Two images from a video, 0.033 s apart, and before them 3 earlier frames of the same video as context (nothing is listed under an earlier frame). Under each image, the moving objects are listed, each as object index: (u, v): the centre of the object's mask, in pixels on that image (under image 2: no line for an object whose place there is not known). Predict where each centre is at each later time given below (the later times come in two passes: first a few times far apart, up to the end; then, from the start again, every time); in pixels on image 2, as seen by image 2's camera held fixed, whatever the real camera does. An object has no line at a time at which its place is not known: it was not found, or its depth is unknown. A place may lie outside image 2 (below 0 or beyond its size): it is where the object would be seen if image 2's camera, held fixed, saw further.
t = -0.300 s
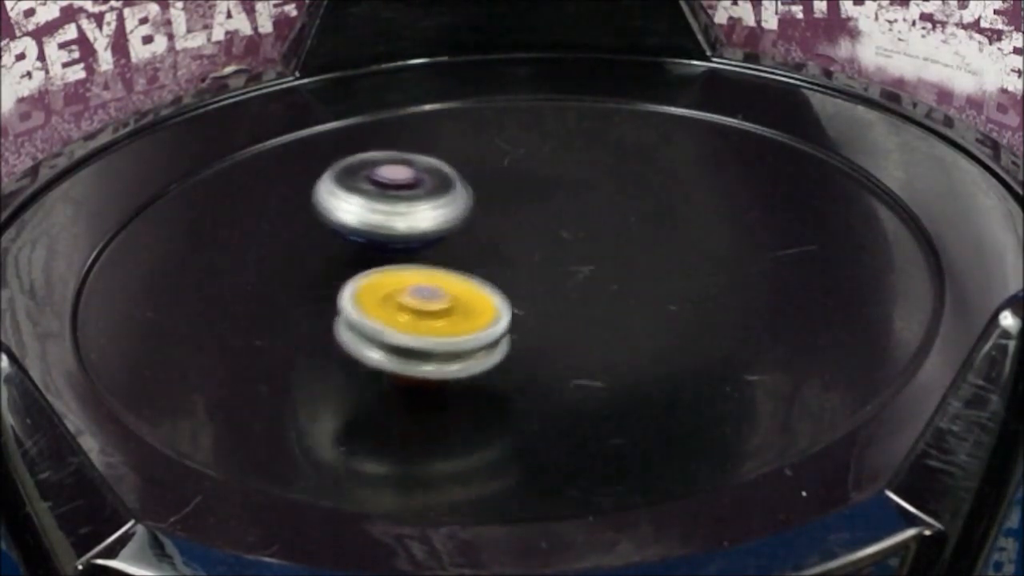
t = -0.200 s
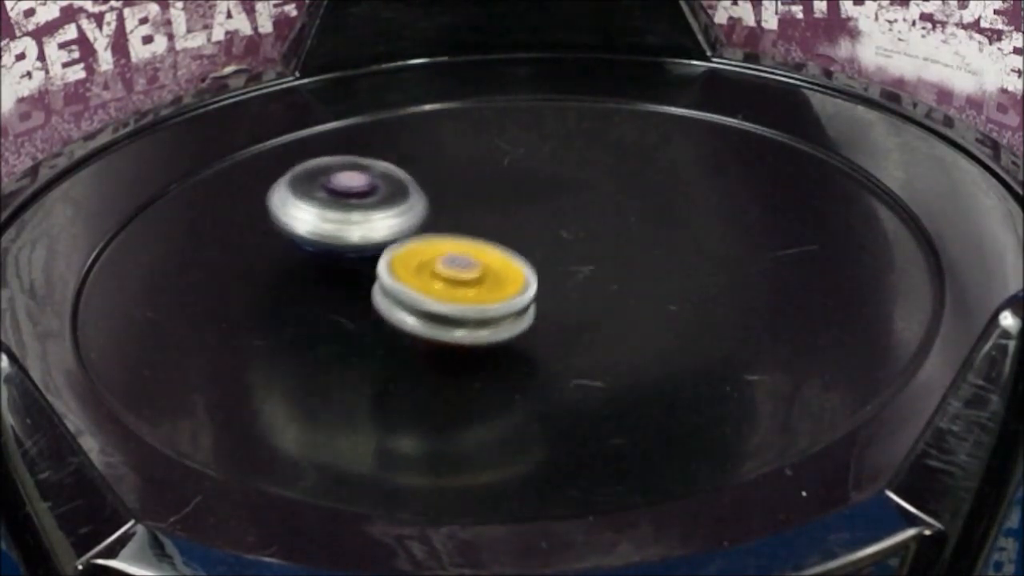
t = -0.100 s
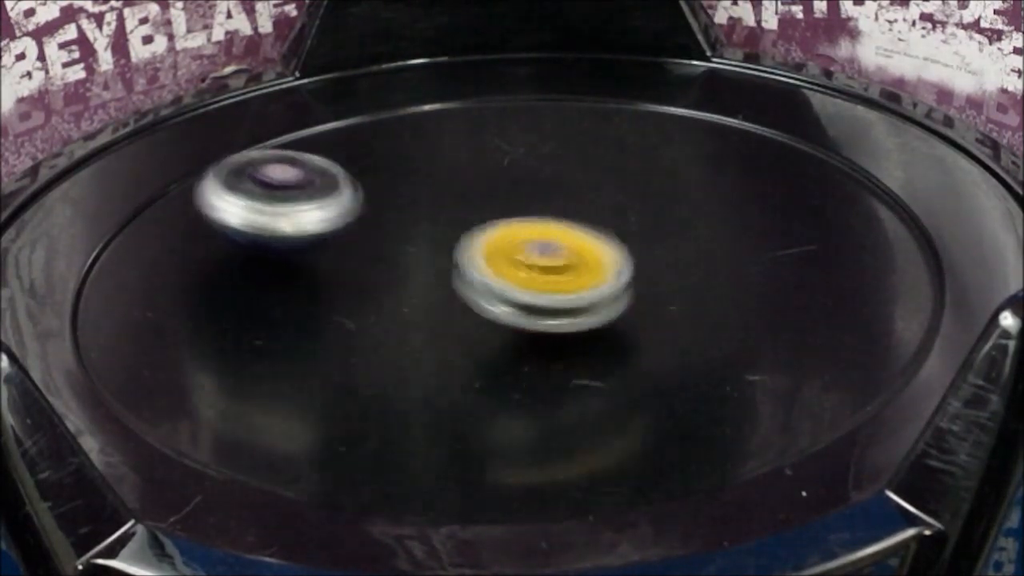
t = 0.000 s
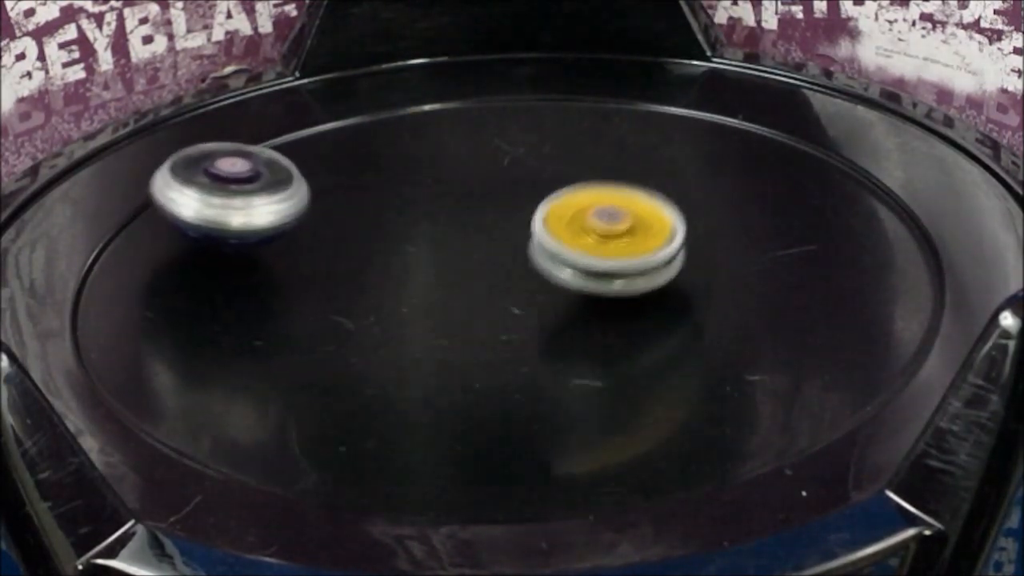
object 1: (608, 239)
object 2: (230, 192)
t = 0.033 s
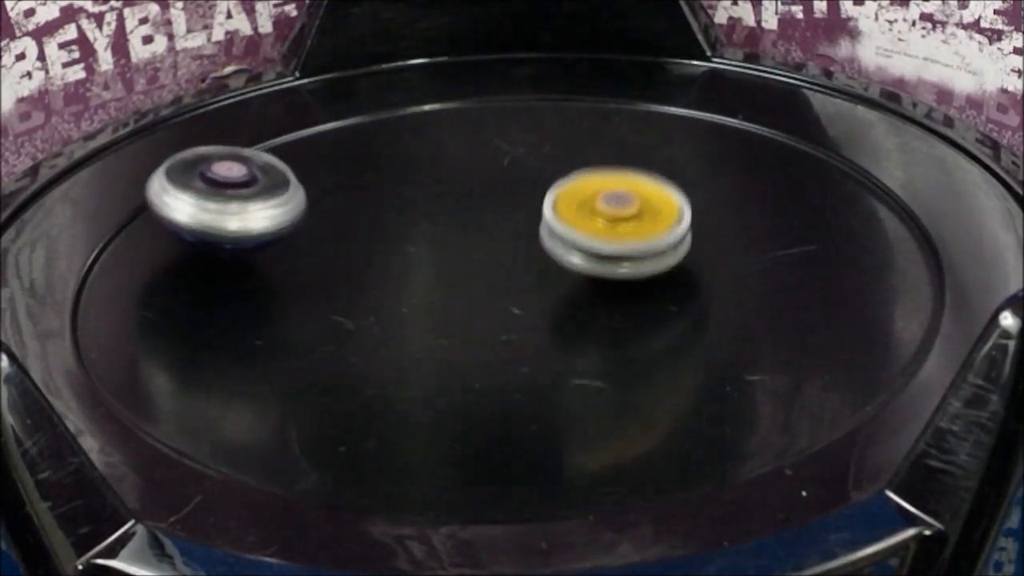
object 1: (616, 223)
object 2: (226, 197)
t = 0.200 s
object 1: (601, 155)
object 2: (280, 241)
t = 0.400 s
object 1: (518, 132)
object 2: (445, 259)
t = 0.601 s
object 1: (443, 165)
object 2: (559, 219)
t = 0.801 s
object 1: (368, 223)
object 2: (681, 190)
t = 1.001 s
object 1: (404, 302)
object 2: (661, 208)
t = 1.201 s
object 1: (529, 331)
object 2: (528, 234)
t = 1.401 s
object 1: (635, 313)
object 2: (469, 256)
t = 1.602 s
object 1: (683, 275)
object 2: (469, 287)
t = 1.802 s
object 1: (685, 232)
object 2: (405, 299)
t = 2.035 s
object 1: (596, 216)
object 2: (461, 298)
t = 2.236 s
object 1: (515, 207)
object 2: (450, 322)
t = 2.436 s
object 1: (410, 226)
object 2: (442, 349)
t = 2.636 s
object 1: (353, 280)
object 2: (514, 309)
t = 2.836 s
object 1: (384, 320)
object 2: (553, 270)
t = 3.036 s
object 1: (471, 329)
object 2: (480, 226)
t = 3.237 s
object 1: (537, 304)
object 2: (410, 205)
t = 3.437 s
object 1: (549, 262)
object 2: (375, 219)
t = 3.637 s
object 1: (809, 222)
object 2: (182, 166)
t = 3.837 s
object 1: (836, 179)
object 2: (176, 185)
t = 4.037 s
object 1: (486, 167)
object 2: (322, 237)
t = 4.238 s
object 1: (72, 220)
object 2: (516, 260)
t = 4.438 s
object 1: (162, 401)
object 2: (610, 240)
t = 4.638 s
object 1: (435, 460)
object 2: (607, 220)
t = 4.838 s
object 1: (780, 364)
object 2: (560, 218)
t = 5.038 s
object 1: (773, 137)
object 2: (524, 230)
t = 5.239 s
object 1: (371, 57)
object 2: (524, 262)
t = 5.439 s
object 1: (50, 177)
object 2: (516, 297)
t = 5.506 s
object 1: (92, 178)
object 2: (520, 302)
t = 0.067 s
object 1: (620, 207)
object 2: (227, 204)
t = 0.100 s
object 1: (620, 192)
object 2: (234, 212)
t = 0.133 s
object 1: (617, 178)
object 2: (245, 222)
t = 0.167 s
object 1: (610, 166)
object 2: (260, 232)
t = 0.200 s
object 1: (601, 155)
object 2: (280, 241)
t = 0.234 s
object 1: (588, 146)
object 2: (304, 248)
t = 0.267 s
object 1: (574, 139)
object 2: (331, 255)
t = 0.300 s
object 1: (559, 135)
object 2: (359, 259)
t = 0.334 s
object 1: (545, 133)
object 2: (387, 262)
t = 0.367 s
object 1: (531, 132)
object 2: (416, 261)
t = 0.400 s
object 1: (518, 132)
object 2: (445, 259)
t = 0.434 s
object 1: (505, 134)
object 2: (472, 255)
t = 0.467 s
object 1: (492, 137)
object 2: (495, 249)
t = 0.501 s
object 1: (479, 142)
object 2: (516, 243)
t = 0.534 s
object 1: (466, 148)
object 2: (533, 235)
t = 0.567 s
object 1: (453, 155)
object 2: (547, 227)
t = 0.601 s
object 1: (443, 165)
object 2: (559, 219)
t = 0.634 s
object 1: (436, 176)
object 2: (568, 211)
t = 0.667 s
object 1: (432, 188)
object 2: (577, 204)
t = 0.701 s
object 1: (417, 197)
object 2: (599, 196)
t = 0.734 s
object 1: (390, 202)
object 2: (635, 194)
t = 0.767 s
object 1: (376, 211)
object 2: (661, 192)
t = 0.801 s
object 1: (368, 223)
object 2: (681, 190)
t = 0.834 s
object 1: (363, 237)
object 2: (693, 190)
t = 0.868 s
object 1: (363, 252)
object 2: (698, 191)
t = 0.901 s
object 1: (367, 267)
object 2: (697, 194)
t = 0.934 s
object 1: (376, 280)
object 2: (690, 197)
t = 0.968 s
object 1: (388, 292)
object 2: (677, 202)
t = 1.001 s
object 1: (404, 302)
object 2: (661, 208)
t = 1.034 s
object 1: (422, 310)
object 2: (640, 213)
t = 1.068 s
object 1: (441, 317)
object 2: (619, 219)
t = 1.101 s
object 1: (462, 322)
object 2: (596, 225)
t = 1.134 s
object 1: (483, 326)
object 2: (574, 229)
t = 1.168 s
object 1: (506, 329)
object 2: (552, 230)
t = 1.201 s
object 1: (529, 331)
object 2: (528, 234)
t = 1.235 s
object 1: (551, 332)
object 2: (508, 238)
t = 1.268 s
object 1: (572, 330)
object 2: (492, 241)
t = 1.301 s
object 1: (590, 327)
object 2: (481, 245)
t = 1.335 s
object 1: (608, 323)
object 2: (475, 248)
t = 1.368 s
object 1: (623, 318)
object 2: (470, 252)
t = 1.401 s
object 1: (635, 313)
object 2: (469, 256)
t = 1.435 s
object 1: (644, 307)
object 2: (470, 260)
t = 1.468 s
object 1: (652, 301)
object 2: (474, 265)
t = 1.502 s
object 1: (656, 295)
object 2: (478, 271)
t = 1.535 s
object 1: (659, 289)
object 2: (484, 276)
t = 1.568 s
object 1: (661, 282)
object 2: (489, 283)
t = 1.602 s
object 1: (683, 275)
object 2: (469, 287)
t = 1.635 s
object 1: (695, 268)
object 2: (446, 289)
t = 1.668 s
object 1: (699, 260)
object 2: (427, 293)
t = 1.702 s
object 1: (699, 252)
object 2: (415, 294)
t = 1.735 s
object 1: (697, 245)
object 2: (408, 296)
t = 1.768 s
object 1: (692, 238)
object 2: (404, 298)
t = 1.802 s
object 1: (685, 232)
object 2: (405, 299)
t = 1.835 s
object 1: (676, 227)
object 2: (408, 300)
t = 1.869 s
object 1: (665, 223)
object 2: (416, 300)
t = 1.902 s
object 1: (653, 220)
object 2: (424, 301)
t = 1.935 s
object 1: (640, 217)
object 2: (433, 300)
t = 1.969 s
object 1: (625, 216)
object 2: (443, 300)
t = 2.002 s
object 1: (611, 215)
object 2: (452, 299)
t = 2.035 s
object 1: (596, 216)
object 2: (461, 298)
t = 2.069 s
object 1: (581, 217)
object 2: (468, 298)
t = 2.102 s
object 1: (568, 218)
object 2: (473, 298)
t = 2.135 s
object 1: (553, 217)
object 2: (477, 297)
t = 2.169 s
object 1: (537, 219)
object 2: (480, 297)
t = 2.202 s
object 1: (524, 216)
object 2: (470, 303)
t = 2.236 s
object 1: (515, 207)
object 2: (450, 322)
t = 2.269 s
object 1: (503, 200)
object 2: (433, 334)
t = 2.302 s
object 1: (485, 201)
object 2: (422, 343)
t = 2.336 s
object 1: (465, 205)
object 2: (418, 348)
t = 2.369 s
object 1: (446, 211)
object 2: (422, 350)
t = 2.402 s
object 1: (426, 220)
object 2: (430, 350)
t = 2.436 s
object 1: (410, 226)
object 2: (442, 349)
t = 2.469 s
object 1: (394, 236)
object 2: (454, 344)
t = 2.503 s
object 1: (382, 244)
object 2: (467, 339)
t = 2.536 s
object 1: (372, 253)
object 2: (479, 333)
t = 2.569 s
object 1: (363, 263)
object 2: (490, 326)
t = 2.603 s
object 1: (358, 272)
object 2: (500, 318)
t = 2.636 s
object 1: (353, 280)
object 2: (514, 309)
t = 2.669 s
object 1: (349, 287)
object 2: (536, 306)
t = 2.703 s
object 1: (350, 294)
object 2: (550, 300)
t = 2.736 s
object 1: (355, 302)
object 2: (559, 293)
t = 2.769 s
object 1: (363, 308)
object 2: (561, 286)
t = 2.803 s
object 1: (372, 315)
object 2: (559, 277)
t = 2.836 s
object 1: (384, 320)
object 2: (553, 270)
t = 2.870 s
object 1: (397, 324)
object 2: (544, 262)
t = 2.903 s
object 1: (411, 327)
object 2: (533, 253)
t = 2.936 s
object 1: (425, 329)
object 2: (521, 244)
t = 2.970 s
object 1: (441, 330)
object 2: (507, 238)
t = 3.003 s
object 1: (456, 331)
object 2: (494, 232)
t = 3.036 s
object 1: (471, 329)
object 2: (480, 226)
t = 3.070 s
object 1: (485, 327)
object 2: (466, 222)
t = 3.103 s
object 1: (498, 324)
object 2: (453, 219)
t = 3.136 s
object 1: (510, 320)
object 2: (442, 216)
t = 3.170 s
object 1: (521, 315)
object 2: (431, 213)
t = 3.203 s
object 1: (530, 310)
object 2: (420, 208)
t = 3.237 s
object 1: (537, 304)
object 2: (410, 205)
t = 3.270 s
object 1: (543, 297)
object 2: (400, 204)
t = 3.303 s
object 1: (548, 291)
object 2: (392, 205)
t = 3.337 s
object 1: (551, 284)
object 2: (385, 207)
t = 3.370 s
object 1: (553, 276)
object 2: (380, 209)
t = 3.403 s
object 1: (552, 269)
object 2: (376, 213)
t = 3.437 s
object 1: (549, 262)
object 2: (375, 219)
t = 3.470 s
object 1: (545, 256)
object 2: (377, 225)
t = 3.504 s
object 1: (542, 250)
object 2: (380, 228)
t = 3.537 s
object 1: (622, 248)
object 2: (321, 211)
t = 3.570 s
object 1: (697, 240)
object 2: (260, 191)
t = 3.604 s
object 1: (758, 233)
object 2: (215, 175)
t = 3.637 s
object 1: (809, 222)
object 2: (182, 166)
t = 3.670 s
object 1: (847, 213)
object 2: (163, 161)
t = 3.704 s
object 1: (870, 203)
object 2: (153, 160)
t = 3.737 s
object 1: (882, 195)
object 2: (151, 164)
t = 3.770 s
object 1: (879, 187)
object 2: (156, 169)
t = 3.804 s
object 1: (864, 184)
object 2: (164, 176)
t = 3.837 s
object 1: (836, 179)
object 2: (176, 185)
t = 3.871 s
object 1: (797, 174)
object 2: (193, 194)
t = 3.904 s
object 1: (747, 170)
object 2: (212, 204)
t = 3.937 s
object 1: (693, 168)
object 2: (235, 213)
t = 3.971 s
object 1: (630, 168)
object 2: (261, 221)
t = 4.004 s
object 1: (561, 165)
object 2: (291, 229)
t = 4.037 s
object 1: (486, 167)
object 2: (322, 237)
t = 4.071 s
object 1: (416, 161)
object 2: (358, 243)
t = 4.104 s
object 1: (325, 169)
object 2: (394, 250)
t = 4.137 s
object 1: (248, 177)
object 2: (428, 253)
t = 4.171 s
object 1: (172, 189)
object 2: (460, 258)
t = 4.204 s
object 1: (107, 200)
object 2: (491, 258)
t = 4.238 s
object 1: (72, 220)
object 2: (516, 260)
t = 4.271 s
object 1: (54, 260)
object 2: (539, 258)
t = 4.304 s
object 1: (63, 287)
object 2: (559, 256)
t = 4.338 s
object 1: (79, 328)
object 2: (577, 252)
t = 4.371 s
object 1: (103, 356)
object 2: (591, 248)
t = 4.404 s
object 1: (133, 381)
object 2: (603, 244)
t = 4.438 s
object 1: (162, 401)
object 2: (610, 240)
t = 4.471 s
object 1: (194, 419)
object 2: (615, 236)
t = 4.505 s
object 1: (231, 430)
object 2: (618, 232)
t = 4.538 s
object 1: (271, 441)
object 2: (618, 229)
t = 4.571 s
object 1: (318, 450)
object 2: (616, 225)
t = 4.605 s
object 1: (374, 457)
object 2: (612, 223)
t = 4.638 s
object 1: (435, 460)
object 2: (607, 220)
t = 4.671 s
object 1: (501, 458)
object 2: (601, 218)
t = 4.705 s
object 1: (564, 449)
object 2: (593, 216)
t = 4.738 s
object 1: (626, 434)
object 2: (586, 216)
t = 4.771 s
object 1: (685, 414)
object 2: (576, 216)
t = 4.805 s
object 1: (738, 393)
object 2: (568, 216)
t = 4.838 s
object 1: (780, 364)
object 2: (560, 218)
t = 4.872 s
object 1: (812, 330)
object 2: (552, 220)
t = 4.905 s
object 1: (832, 292)
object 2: (544, 223)
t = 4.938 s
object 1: (839, 253)
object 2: (537, 224)
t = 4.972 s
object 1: (830, 213)
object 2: (531, 227)
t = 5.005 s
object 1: (807, 174)
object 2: (526, 228)
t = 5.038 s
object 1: (773, 137)
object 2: (524, 230)
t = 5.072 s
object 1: (728, 104)
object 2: (524, 232)
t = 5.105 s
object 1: (667, 73)
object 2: (525, 235)
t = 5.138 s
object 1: (597, 59)
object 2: (526, 241)
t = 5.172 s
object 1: (520, 48)
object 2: (526, 247)
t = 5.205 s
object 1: (446, 45)
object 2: (525, 255)
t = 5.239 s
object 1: (371, 57)
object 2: (524, 262)
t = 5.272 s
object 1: (306, 72)
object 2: (521, 269)
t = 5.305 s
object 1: (244, 90)
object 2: (518, 276)
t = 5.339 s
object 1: (182, 109)
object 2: (516, 281)
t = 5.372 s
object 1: (126, 129)
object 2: (515, 287)
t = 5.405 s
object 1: (74, 154)
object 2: (515, 293)
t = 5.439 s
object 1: (50, 177)
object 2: (516, 297)
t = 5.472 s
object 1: (64, 165)
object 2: (517, 300)
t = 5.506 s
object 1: (92, 178)
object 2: (520, 302)
